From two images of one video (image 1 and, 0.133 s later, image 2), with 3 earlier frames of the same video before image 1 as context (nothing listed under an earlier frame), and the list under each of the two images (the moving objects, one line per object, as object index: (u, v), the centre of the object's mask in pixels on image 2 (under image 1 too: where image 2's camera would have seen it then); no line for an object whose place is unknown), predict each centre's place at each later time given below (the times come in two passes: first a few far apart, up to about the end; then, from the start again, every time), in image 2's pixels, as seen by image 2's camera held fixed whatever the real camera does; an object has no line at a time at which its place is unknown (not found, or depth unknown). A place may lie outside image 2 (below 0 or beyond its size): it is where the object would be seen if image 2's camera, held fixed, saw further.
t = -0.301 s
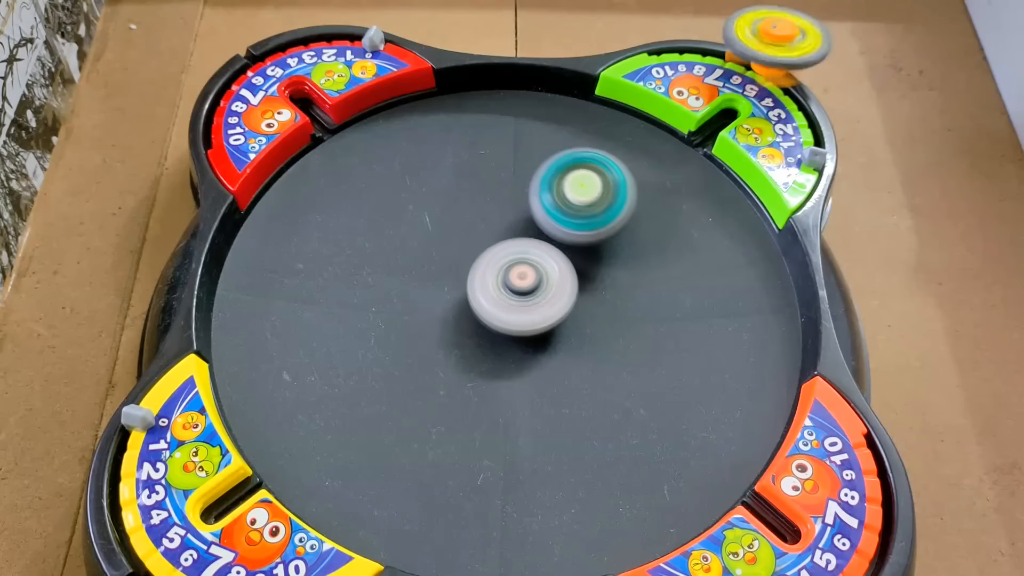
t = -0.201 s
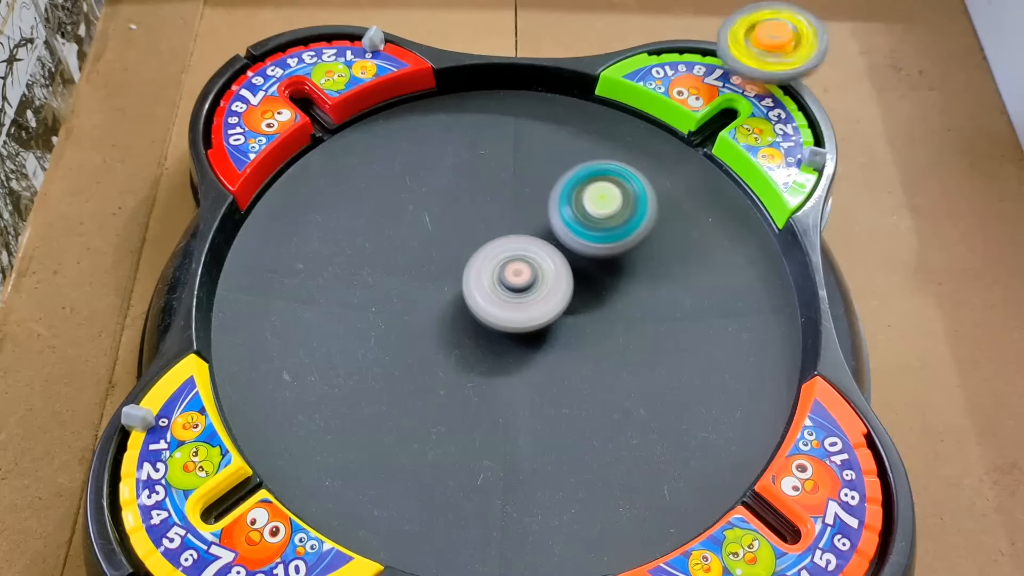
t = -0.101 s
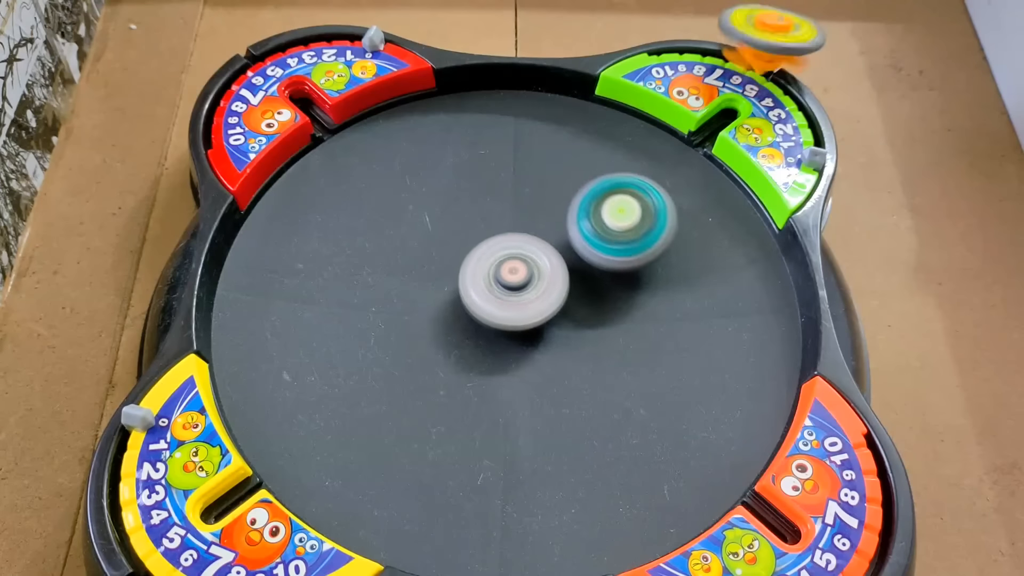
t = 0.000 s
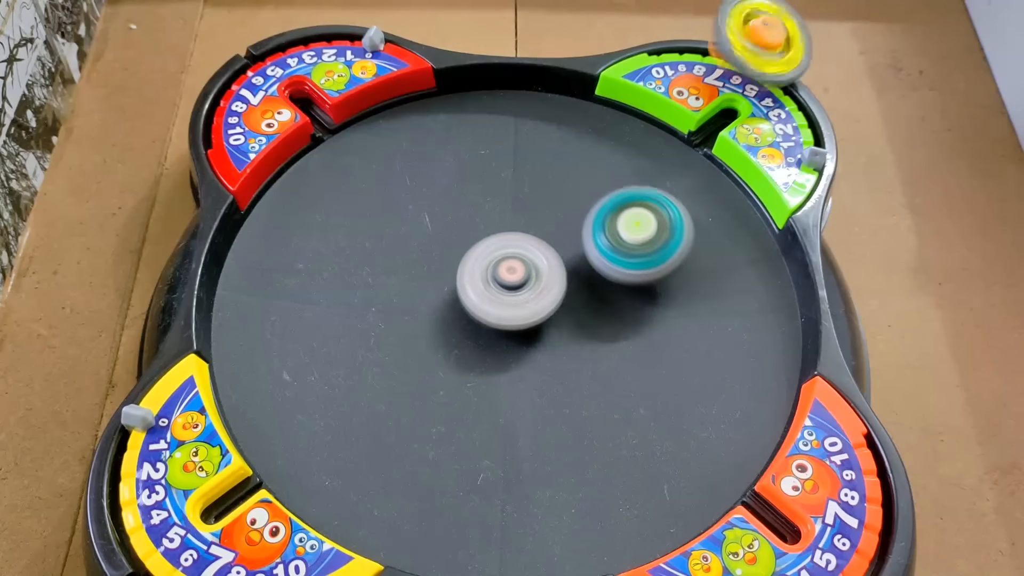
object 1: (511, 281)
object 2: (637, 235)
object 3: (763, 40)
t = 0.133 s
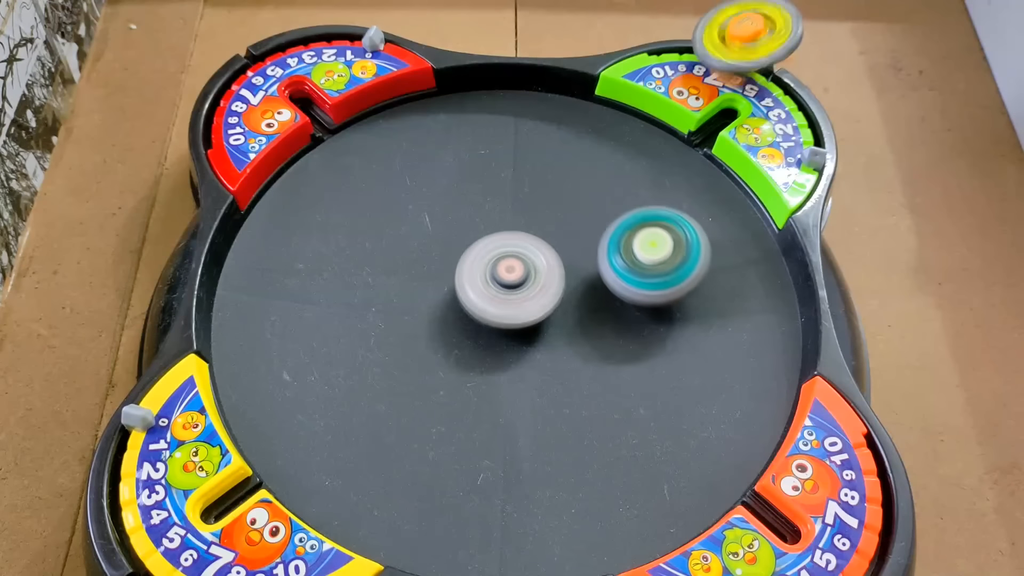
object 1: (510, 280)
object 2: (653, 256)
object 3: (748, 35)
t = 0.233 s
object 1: (509, 280)
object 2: (662, 272)
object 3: (759, 25)
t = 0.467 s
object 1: (503, 286)
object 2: (656, 309)
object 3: (756, 45)
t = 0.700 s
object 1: (498, 290)
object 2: (625, 353)
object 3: (794, 43)
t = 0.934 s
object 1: (489, 297)
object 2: (577, 392)
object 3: (802, 52)
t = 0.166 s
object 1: (510, 280)
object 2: (656, 261)
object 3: (749, 31)
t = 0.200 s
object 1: (509, 280)
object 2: (659, 266)
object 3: (752, 26)
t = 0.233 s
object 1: (509, 280)
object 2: (662, 272)
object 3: (759, 25)
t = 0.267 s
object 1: (509, 280)
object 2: (664, 278)
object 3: (764, 25)
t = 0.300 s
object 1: (508, 281)
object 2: (665, 283)
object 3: (768, 30)
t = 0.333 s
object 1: (507, 282)
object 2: (665, 288)
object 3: (769, 37)
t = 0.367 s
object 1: (507, 283)
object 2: (664, 293)
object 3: (766, 41)
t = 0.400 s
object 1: (505, 284)
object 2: (661, 298)
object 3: (762, 45)
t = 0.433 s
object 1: (504, 285)
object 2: (658, 304)
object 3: (757, 48)
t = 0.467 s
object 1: (503, 286)
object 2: (656, 309)
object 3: (756, 45)
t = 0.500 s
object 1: (502, 286)
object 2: (653, 314)
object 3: (758, 43)
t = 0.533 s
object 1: (501, 287)
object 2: (650, 320)
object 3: (764, 40)
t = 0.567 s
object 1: (500, 288)
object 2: (647, 326)
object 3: (769, 37)
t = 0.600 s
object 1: (500, 288)
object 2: (642, 333)
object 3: (774, 35)
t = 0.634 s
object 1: (499, 289)
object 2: (637, 339)
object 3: (782, 35)
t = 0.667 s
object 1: (499, 289)
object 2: (631, 347)
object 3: (787, 41)
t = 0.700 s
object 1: (498, 290)
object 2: (625, 353)
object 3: (794, 43)
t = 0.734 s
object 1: (497, 291)
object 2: (620, 358)
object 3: (796, 47)
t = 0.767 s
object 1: (496, 292)
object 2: (614, 364)
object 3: (799, 46)
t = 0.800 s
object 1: (495, 293)
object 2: (607, 370)
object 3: (809, 44)
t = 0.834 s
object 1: (494, 294)
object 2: (601, 376)
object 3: (813, 51)
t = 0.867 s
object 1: (492, 295)
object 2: (593, 382)
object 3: (813, 65)
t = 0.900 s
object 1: (491, 296)
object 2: (585, 387)
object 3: (810, 61)
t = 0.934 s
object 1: (489, 297)
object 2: (577, 392)
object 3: (802, 52)
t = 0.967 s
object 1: (487, 298)
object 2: (569, 397)
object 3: (792, 47)
